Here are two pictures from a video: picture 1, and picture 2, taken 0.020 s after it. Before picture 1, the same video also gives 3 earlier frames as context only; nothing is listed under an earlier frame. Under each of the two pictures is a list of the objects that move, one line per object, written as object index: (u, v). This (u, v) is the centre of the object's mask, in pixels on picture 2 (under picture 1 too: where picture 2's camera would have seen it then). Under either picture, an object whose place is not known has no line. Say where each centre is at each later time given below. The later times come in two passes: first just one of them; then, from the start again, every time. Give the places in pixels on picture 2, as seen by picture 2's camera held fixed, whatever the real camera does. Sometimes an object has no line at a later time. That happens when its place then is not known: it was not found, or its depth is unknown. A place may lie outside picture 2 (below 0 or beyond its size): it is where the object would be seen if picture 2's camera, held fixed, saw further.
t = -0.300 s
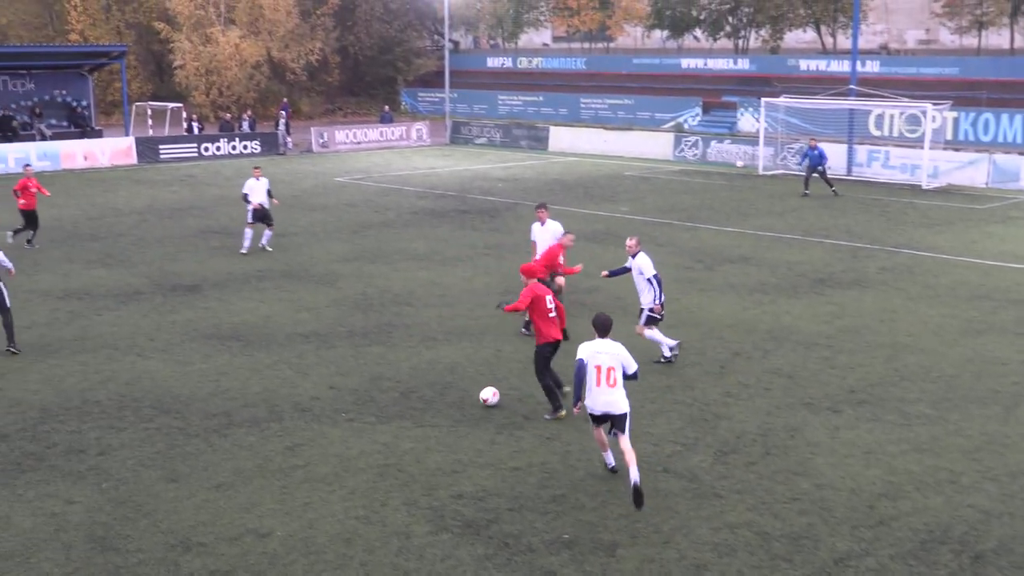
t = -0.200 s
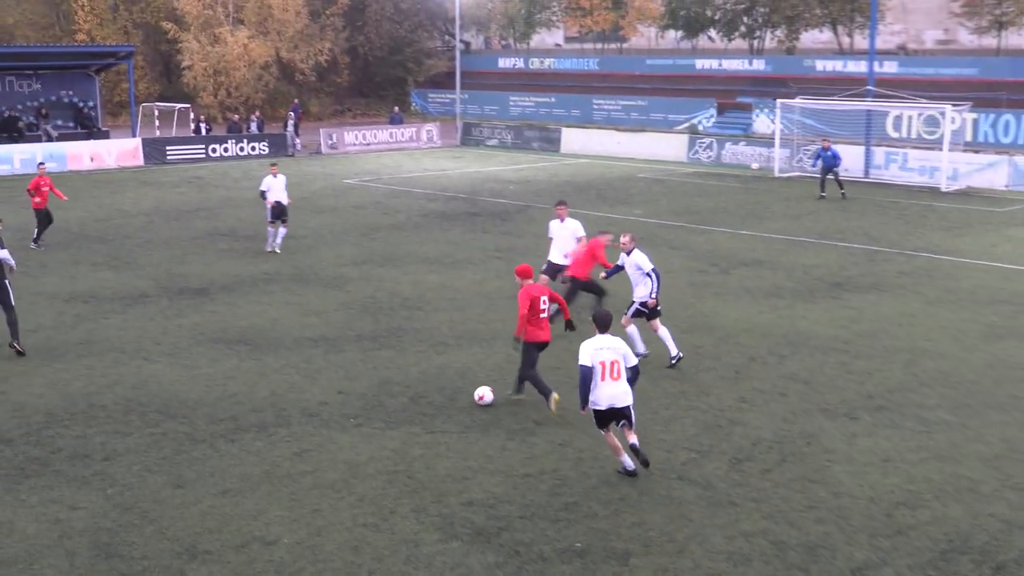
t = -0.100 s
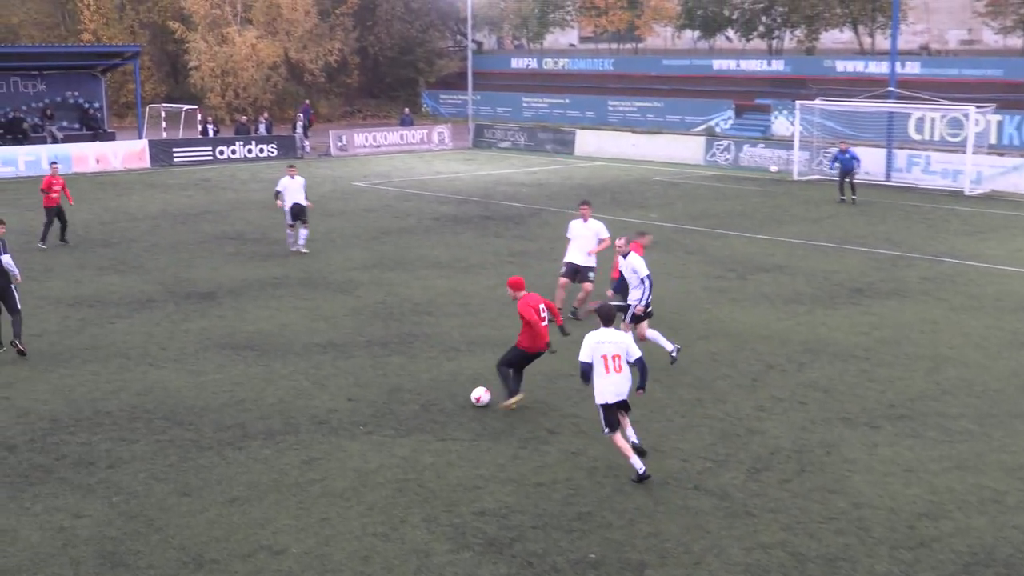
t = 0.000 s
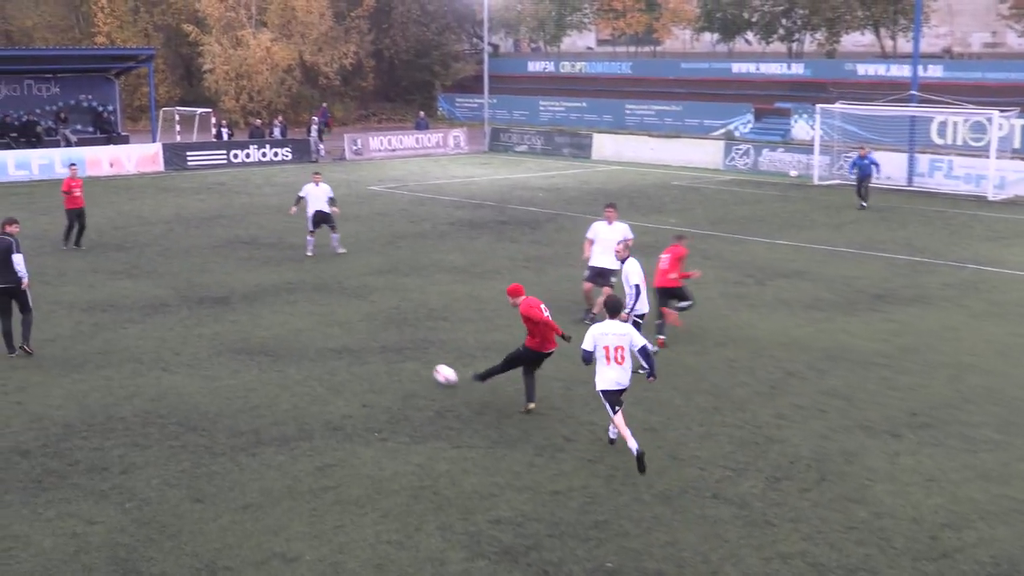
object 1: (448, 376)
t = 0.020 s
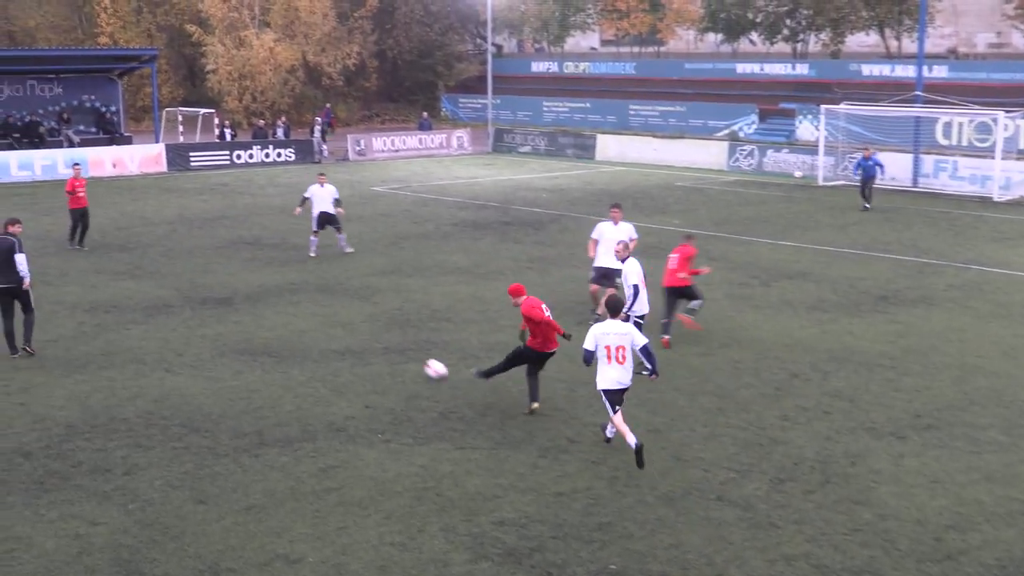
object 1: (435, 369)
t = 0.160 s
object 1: (363, 328)
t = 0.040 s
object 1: (423, 363)
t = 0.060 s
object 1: (411, 355)
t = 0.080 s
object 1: (401, 348)
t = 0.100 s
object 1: (391, 343)
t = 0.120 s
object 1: (381, 337)
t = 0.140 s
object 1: (372, 332)
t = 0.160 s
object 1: (363, 328)
